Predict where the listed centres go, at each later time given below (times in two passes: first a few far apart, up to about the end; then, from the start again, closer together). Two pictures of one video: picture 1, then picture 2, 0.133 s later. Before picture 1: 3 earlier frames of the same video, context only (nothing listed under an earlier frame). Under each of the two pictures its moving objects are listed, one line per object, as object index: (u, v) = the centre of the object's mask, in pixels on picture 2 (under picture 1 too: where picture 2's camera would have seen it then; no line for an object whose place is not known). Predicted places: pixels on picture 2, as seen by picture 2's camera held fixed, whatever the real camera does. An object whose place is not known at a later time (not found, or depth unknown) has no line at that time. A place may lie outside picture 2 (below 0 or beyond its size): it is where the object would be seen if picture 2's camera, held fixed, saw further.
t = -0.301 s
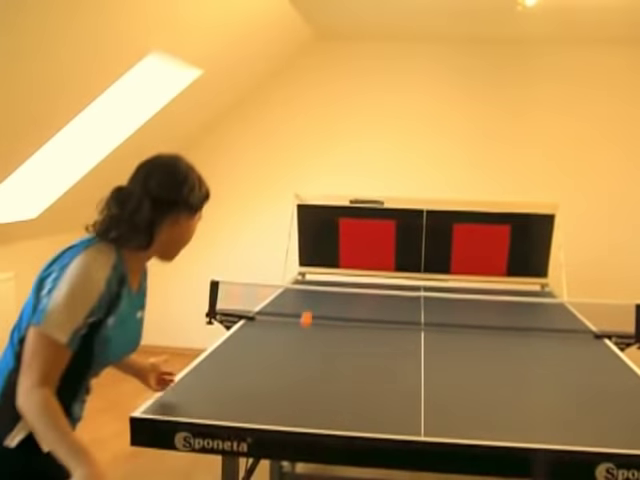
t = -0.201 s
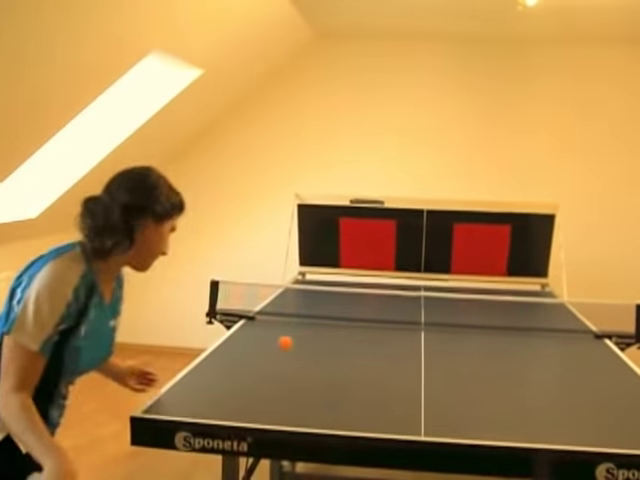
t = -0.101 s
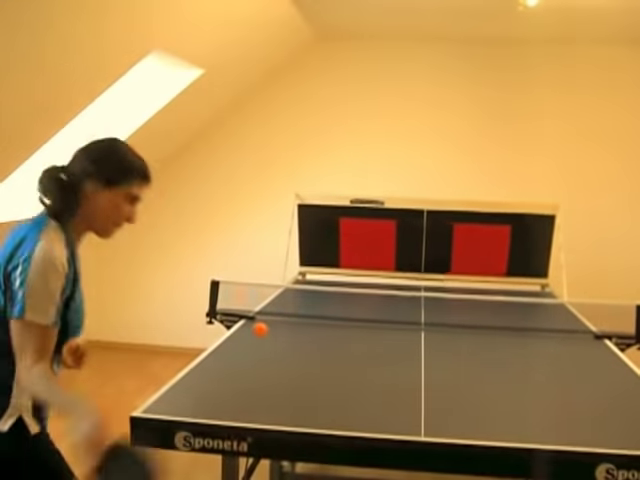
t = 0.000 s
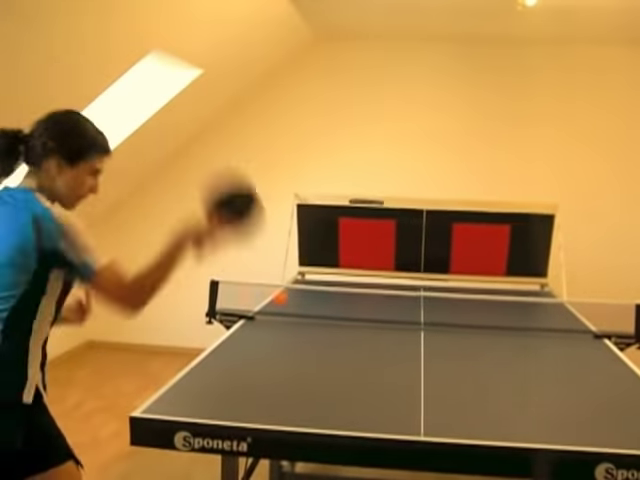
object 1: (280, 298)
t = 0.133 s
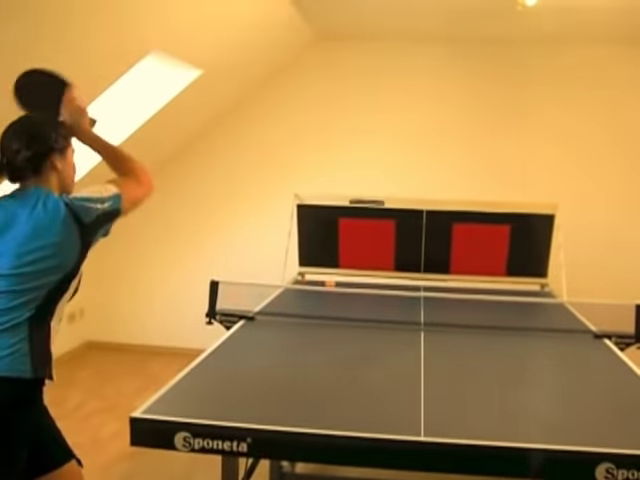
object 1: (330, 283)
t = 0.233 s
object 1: (347, 270)
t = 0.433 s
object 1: (362, 231)
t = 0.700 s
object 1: (375, 350)
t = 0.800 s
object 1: (384, 332)
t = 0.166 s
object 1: (335, 285)
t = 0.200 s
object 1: (339, 288)
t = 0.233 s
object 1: (347, 270)
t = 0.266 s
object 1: (352, 257)
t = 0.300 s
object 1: (355, 247)
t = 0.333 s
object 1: (357, 240)
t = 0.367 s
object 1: (358, 235)
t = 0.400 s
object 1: (360, 232)
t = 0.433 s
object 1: (362, 231)
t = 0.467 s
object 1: (363, 232)
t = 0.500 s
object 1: (364, 237)
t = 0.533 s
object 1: (366, 245)
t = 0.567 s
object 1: (368, 257)
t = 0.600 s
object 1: (370, 271)
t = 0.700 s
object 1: (375, 350)
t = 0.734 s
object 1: (376, 355)
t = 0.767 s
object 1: (380, 343)
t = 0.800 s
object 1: (384, 332)
